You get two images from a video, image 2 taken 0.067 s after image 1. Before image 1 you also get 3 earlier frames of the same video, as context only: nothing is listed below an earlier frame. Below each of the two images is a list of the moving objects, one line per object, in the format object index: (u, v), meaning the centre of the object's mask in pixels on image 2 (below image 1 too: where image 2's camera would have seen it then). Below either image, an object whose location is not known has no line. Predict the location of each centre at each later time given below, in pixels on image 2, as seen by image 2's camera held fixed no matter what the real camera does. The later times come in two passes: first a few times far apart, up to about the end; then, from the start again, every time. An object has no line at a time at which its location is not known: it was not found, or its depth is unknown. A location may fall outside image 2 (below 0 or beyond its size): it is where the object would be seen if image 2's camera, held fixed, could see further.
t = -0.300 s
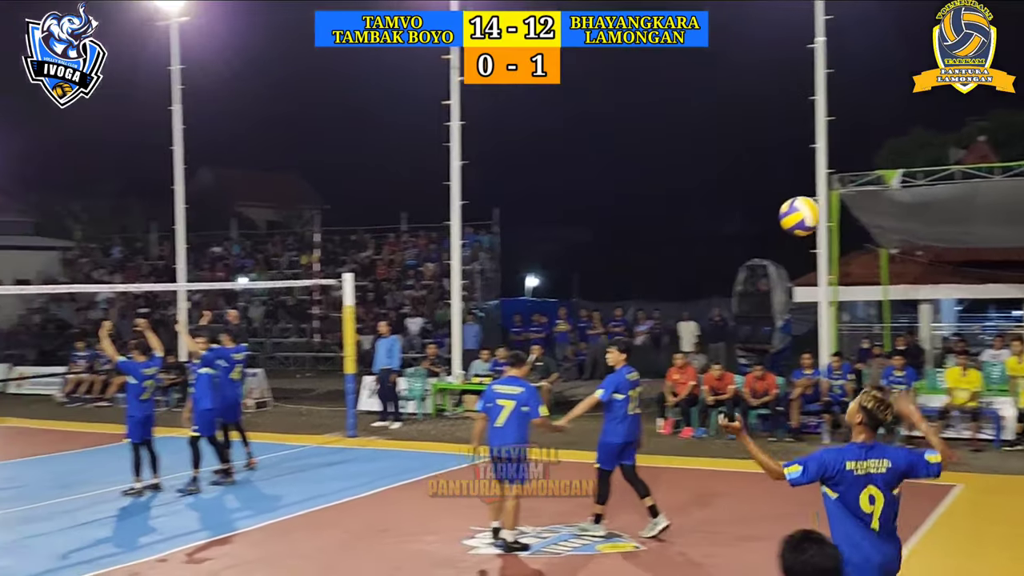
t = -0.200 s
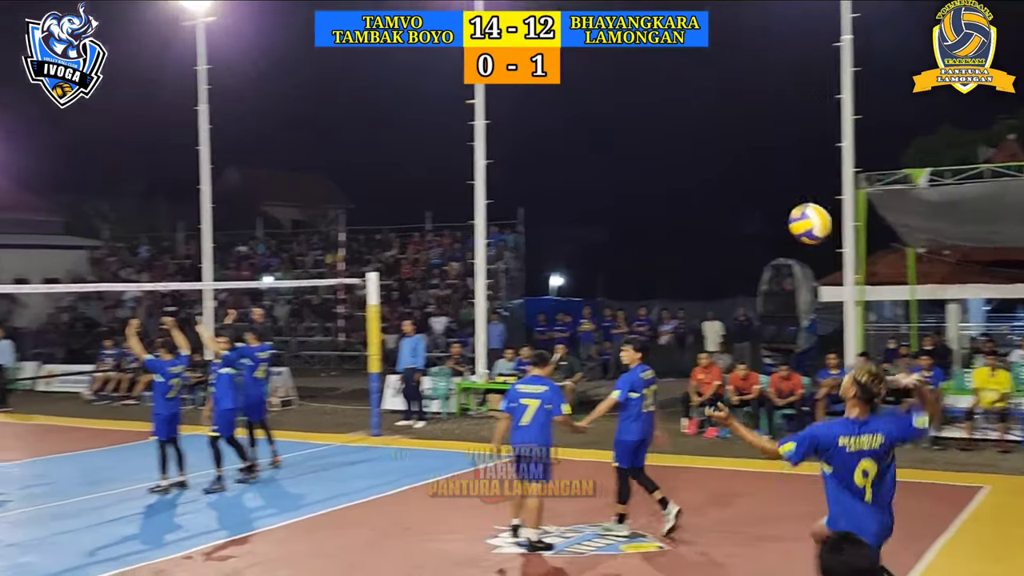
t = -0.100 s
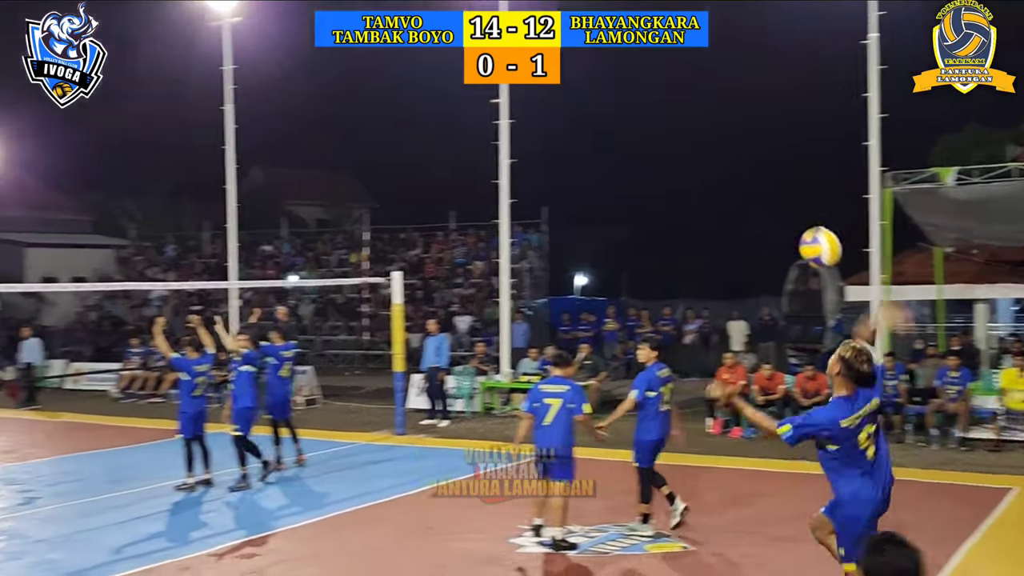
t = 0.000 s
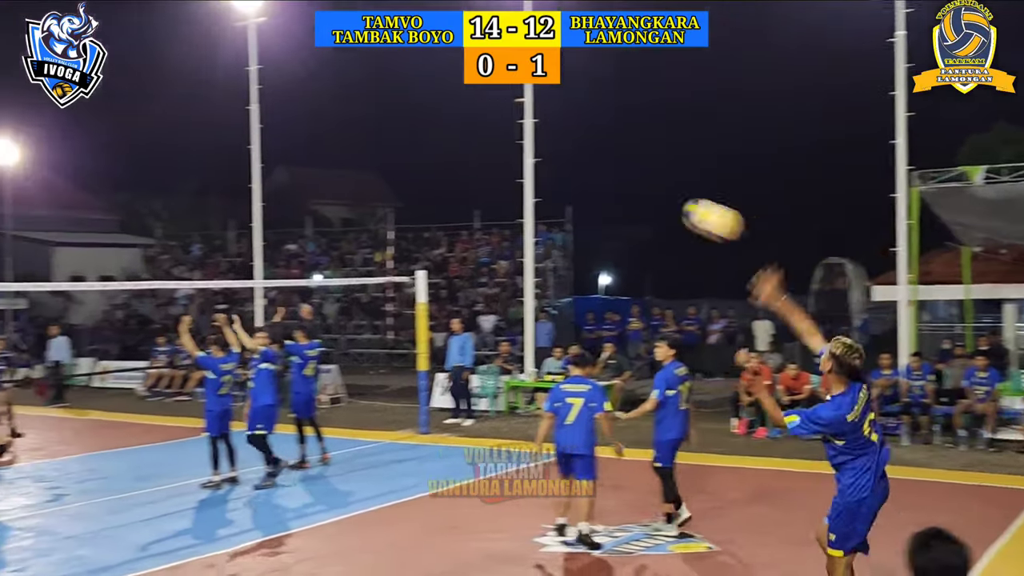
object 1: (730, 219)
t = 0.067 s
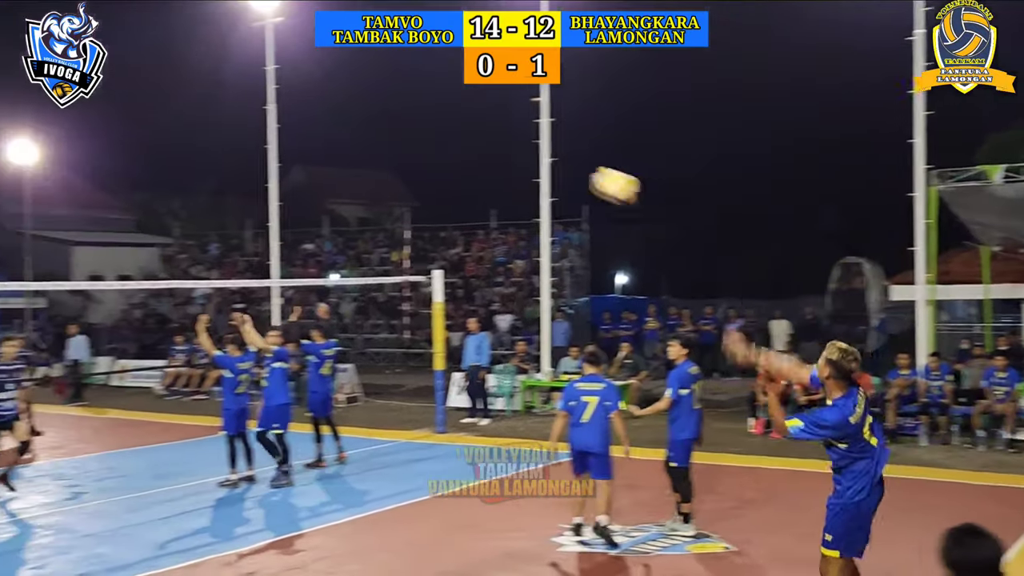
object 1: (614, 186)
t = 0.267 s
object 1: (378, 145)
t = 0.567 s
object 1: (174, 176)
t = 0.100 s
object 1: (566, 174)
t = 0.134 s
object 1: (520, 164)
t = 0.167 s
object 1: (480, 157)
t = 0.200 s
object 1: (443, 151)
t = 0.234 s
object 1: (409, 147)
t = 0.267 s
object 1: (378, 145)
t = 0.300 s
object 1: (348, 144)
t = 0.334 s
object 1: (322, 144)
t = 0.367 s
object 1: (297, 146)
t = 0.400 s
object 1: (273, 149)
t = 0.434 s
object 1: (251, 153)
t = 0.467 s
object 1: (230, 158)
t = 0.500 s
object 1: (210, 163)
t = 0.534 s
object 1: (192, 169)
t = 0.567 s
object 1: (174, 176)
